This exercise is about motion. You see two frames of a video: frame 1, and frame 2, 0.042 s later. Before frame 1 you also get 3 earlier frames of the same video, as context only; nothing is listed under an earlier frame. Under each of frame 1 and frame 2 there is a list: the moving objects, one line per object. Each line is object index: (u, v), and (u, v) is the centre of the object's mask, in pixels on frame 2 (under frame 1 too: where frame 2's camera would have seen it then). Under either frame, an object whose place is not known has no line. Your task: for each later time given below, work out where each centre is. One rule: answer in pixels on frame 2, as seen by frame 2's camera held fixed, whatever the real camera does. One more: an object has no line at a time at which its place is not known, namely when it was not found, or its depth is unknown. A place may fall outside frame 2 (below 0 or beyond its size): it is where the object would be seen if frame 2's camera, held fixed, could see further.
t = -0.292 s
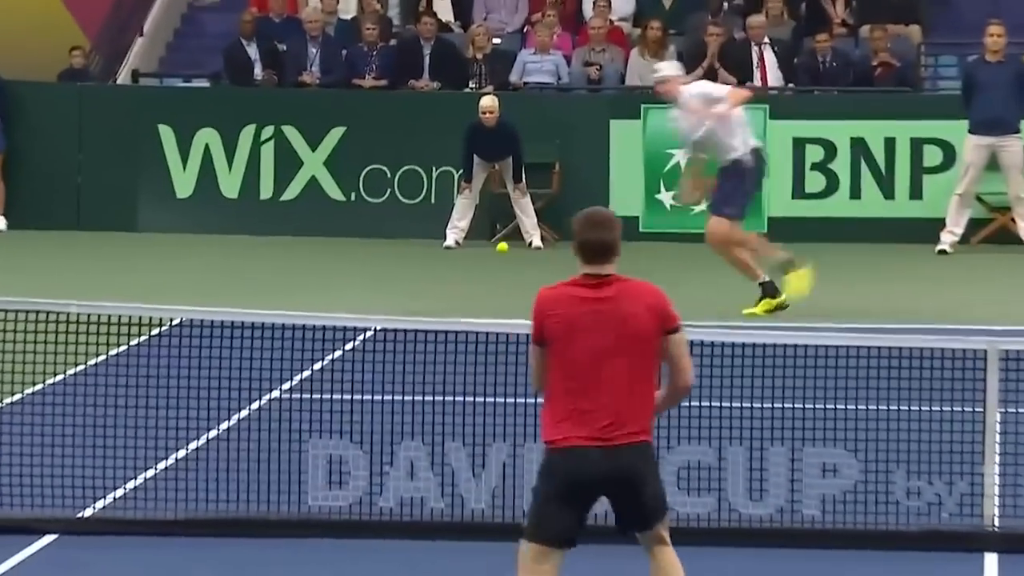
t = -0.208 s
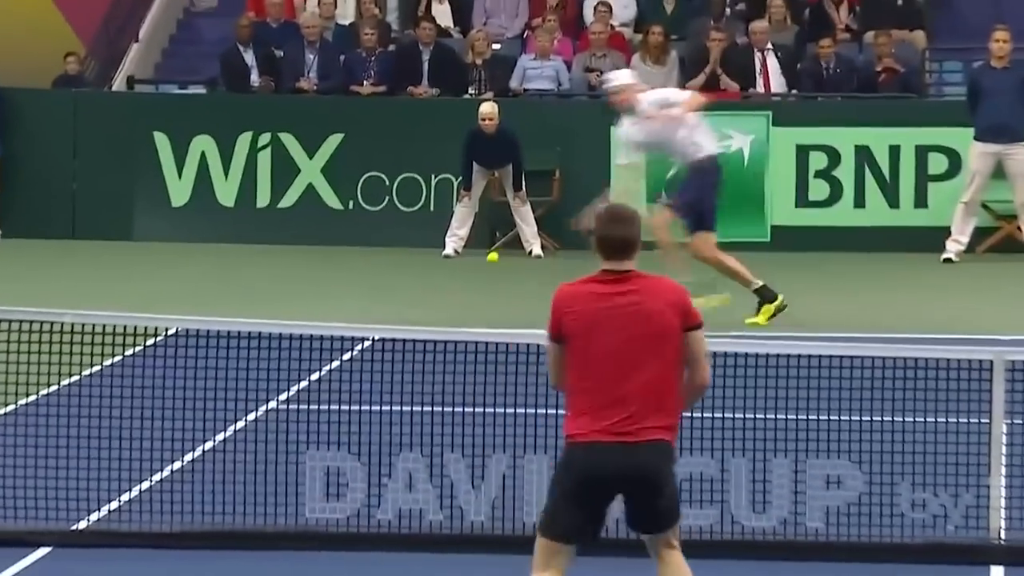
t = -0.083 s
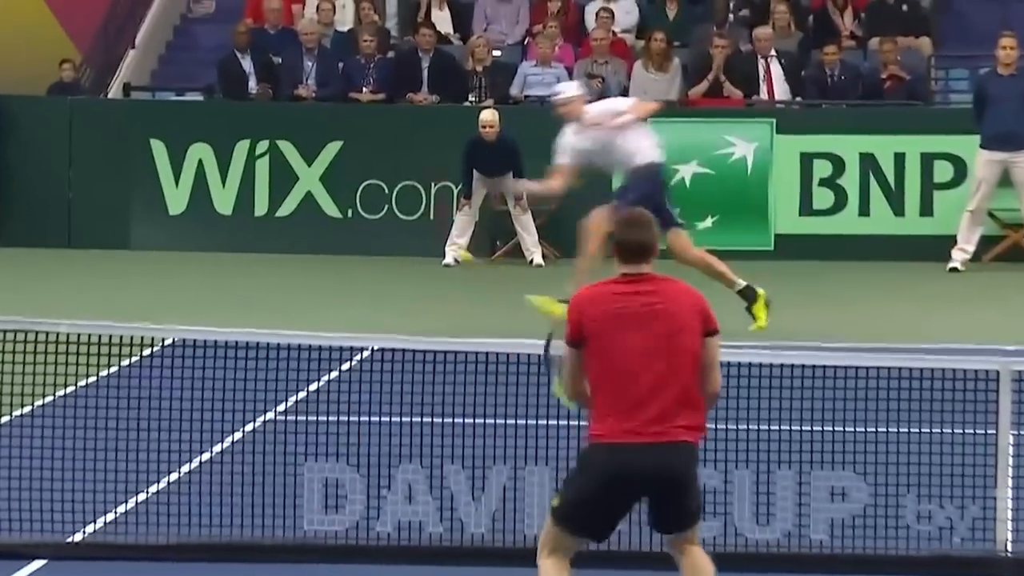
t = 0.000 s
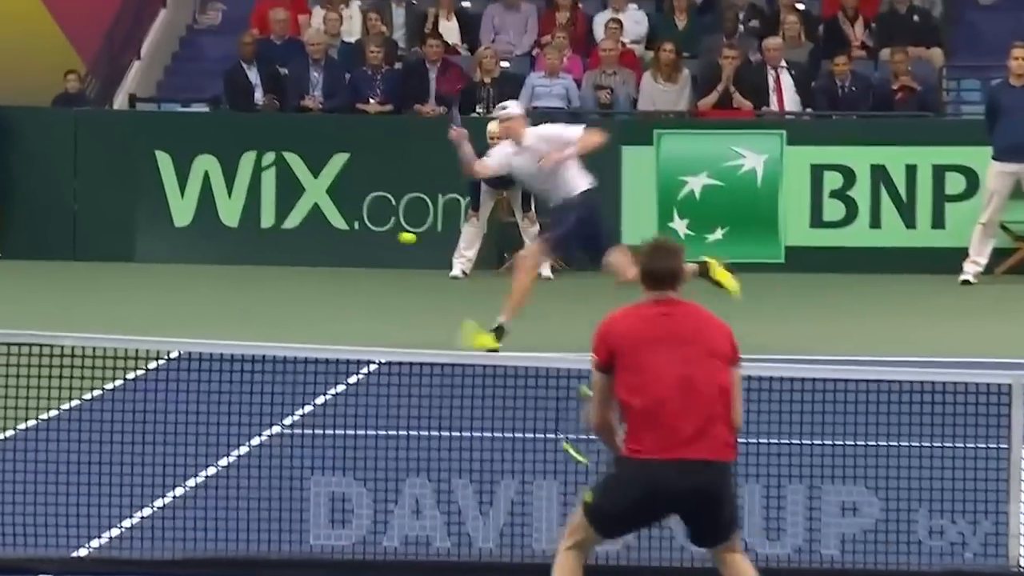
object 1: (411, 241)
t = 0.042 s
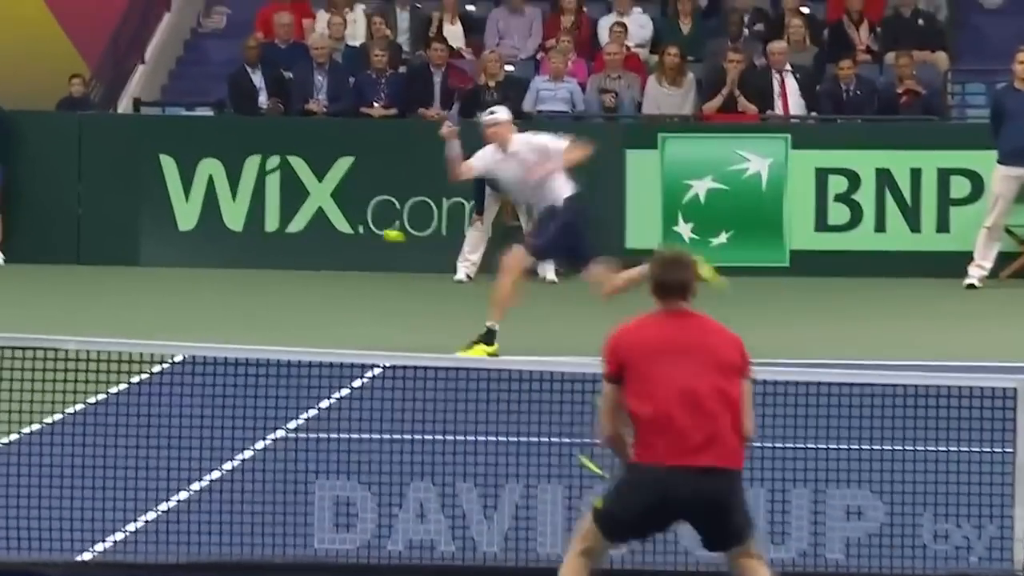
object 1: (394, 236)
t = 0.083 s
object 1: (375, 231)
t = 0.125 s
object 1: (360, 228)
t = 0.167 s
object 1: (332, 226)
